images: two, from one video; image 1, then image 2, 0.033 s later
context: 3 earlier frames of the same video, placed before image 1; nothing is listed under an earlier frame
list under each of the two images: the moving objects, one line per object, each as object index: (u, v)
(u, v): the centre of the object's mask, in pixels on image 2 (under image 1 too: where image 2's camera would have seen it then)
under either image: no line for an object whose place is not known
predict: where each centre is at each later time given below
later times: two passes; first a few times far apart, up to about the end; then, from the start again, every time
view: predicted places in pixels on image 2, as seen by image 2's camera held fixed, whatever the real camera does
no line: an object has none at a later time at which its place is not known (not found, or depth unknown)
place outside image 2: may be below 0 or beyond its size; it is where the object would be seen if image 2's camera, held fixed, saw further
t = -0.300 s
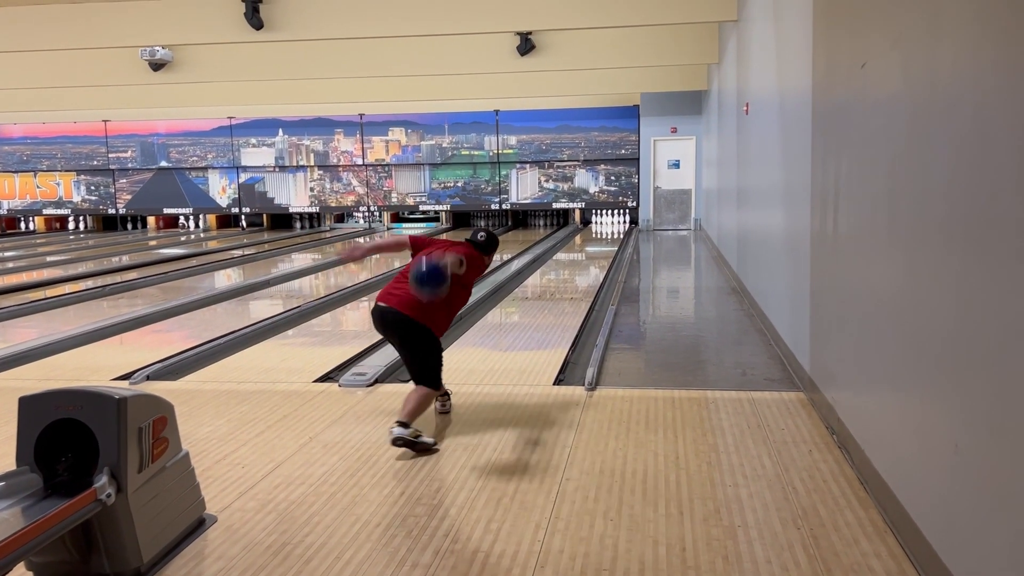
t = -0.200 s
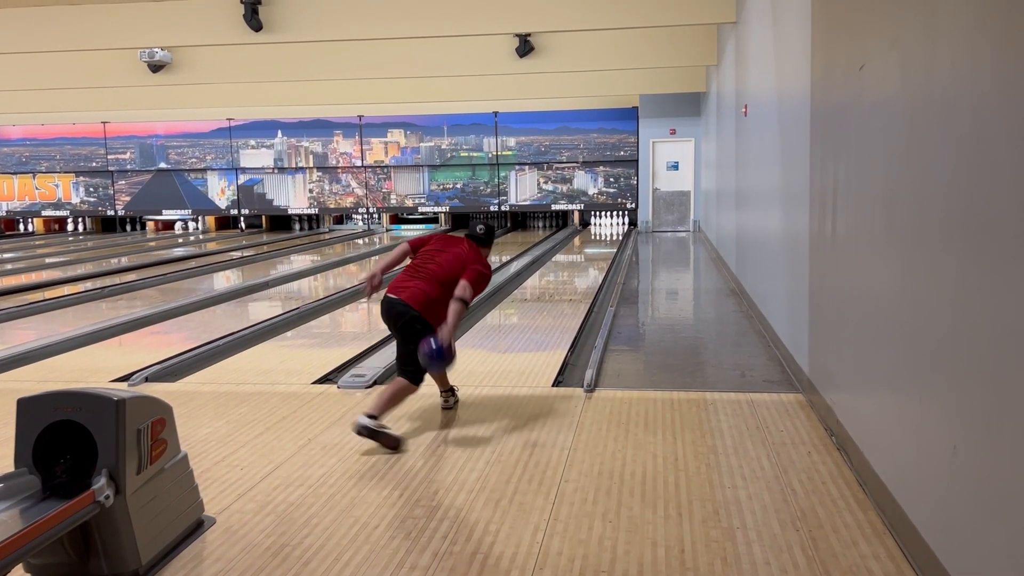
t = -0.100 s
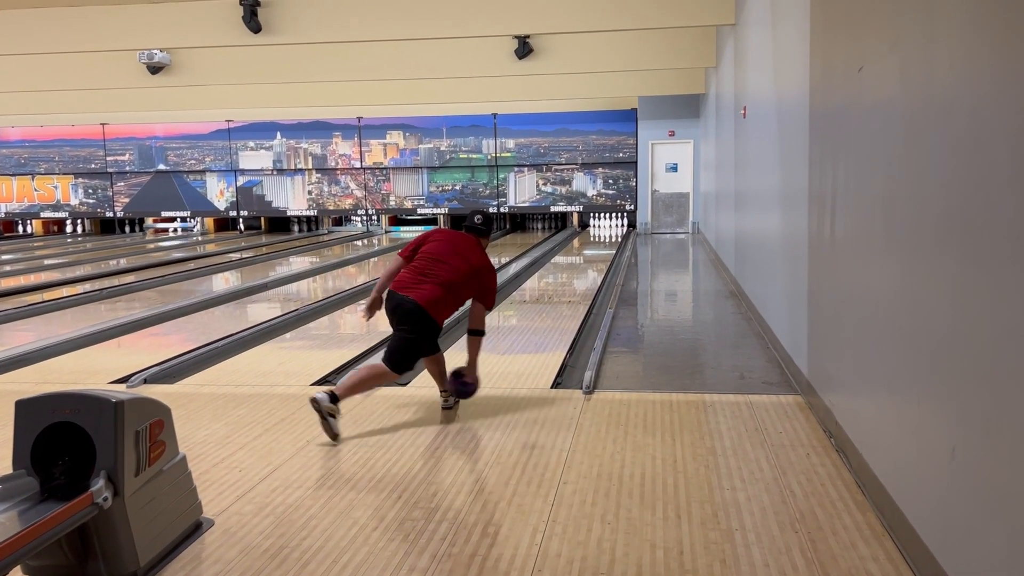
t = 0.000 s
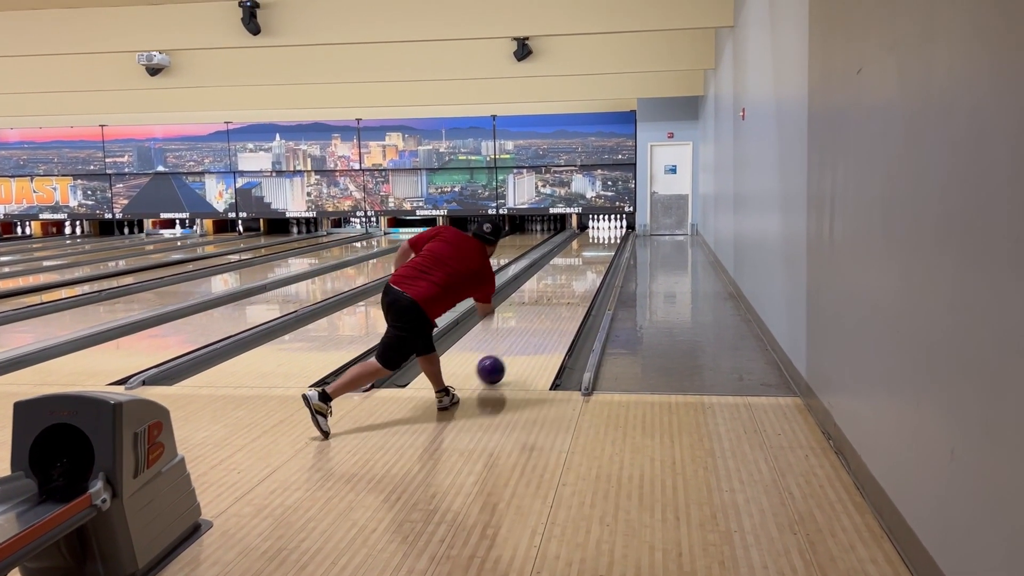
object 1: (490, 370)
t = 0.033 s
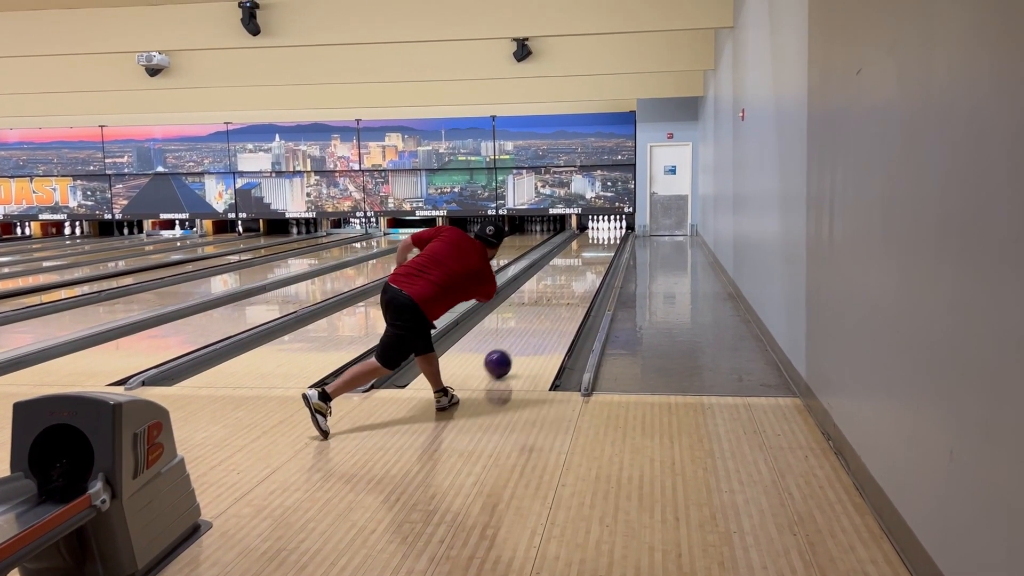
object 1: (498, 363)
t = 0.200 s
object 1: (528, 333)
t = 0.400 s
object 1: (553, 307)
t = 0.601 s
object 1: (570, 289)
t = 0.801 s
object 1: (583, 275)
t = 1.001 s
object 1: (593, 264)
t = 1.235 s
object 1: (602, 254)
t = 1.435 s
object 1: (606, 247)
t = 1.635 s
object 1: (610, 241)
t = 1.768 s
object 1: (611, 238)
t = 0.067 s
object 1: (505, 356)
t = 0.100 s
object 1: (511, 350)
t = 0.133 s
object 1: (517, 344)
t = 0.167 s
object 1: (523, 338)
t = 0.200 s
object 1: (528, 333)
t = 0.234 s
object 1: (533, 328)
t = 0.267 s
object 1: (537, 324)
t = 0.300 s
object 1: (541, 319)
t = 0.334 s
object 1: (545, 315)
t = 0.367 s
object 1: (549, 311)
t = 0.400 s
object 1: (553, 307)
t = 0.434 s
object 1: (556, 304)
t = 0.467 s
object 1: (559, 300)
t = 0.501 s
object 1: (562, 297)
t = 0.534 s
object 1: (565, 294)
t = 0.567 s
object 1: (568, 292)
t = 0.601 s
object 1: (570, 289)
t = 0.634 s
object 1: (573, 286)
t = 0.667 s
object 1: (575, 284)
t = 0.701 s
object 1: (577, 281)
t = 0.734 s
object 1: (579, 279)
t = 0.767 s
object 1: (581, 277)
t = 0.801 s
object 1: (583, 275)
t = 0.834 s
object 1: (585, 273)
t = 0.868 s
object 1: (587, 271)
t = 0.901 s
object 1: (589, 269)
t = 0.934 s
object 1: (590, 267)
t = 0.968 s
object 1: (592, 266)
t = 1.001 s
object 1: (593, 264)
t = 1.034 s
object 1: (595, 262)
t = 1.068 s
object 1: (596, 261)
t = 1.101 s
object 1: (597, 259)
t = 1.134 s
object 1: (598, 258)
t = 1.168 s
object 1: (599, 256)
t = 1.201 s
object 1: (601, 255)
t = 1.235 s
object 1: (602, 254)
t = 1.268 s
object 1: (602, 252)
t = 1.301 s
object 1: (604, 251)
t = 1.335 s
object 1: (604, 250)
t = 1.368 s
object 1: (605, 249)
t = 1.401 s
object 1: (606, 248)
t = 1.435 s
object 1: (606, 247)
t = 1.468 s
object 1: (607, 246)
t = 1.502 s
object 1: (608, 245)
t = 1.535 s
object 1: (608, 244)
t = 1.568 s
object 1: (609, 243)
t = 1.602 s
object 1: (609, 242)
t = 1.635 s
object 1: (610, 241)
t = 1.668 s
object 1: (610, 240)
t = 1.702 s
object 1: (610, 240)
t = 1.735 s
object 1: (611, 239)
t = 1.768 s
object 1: (611, 238)
